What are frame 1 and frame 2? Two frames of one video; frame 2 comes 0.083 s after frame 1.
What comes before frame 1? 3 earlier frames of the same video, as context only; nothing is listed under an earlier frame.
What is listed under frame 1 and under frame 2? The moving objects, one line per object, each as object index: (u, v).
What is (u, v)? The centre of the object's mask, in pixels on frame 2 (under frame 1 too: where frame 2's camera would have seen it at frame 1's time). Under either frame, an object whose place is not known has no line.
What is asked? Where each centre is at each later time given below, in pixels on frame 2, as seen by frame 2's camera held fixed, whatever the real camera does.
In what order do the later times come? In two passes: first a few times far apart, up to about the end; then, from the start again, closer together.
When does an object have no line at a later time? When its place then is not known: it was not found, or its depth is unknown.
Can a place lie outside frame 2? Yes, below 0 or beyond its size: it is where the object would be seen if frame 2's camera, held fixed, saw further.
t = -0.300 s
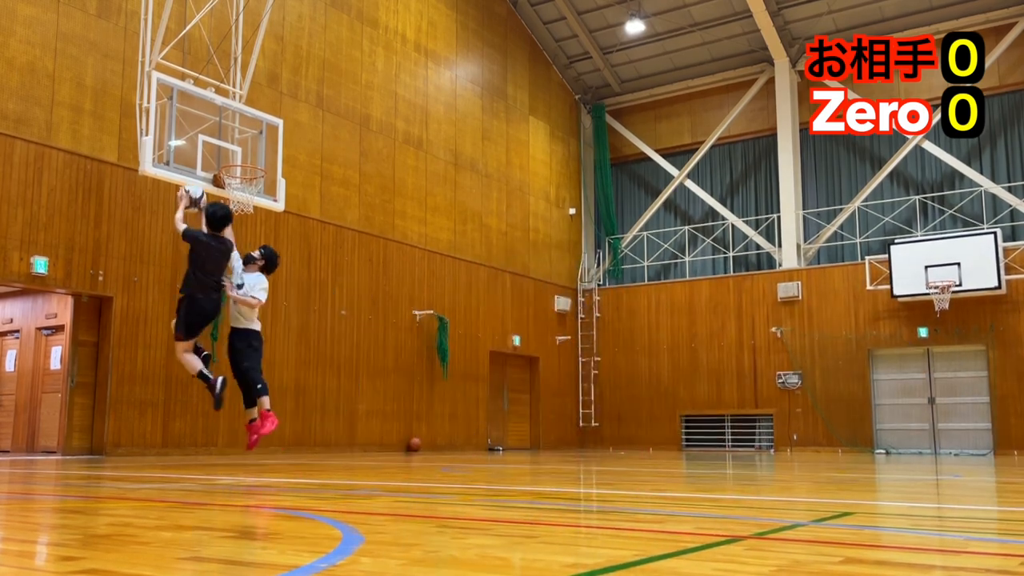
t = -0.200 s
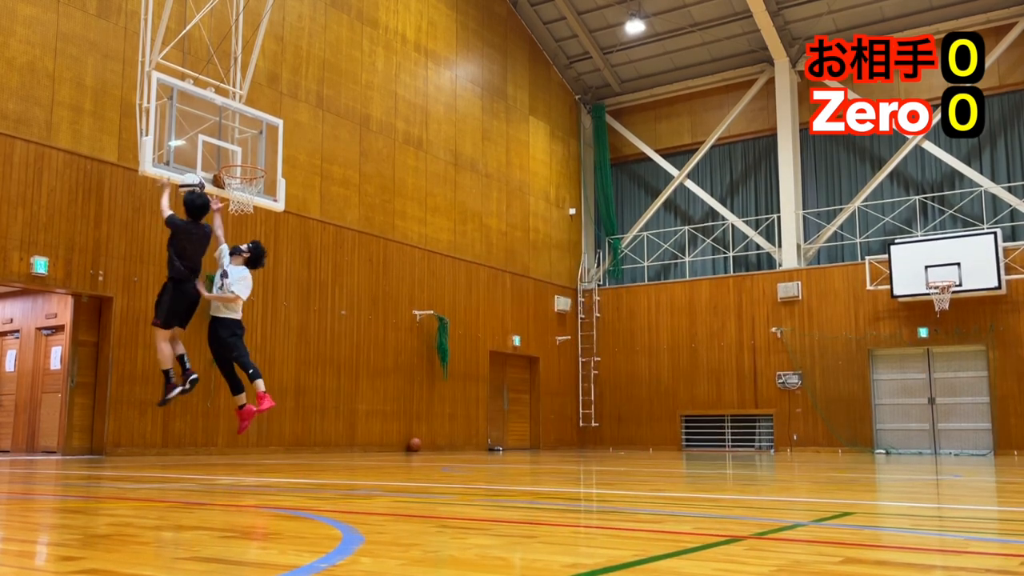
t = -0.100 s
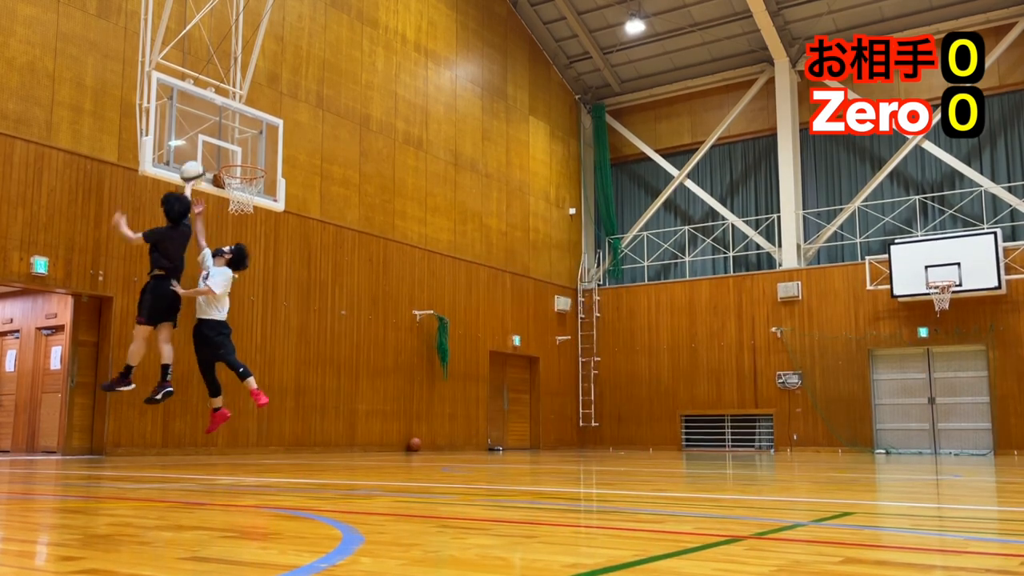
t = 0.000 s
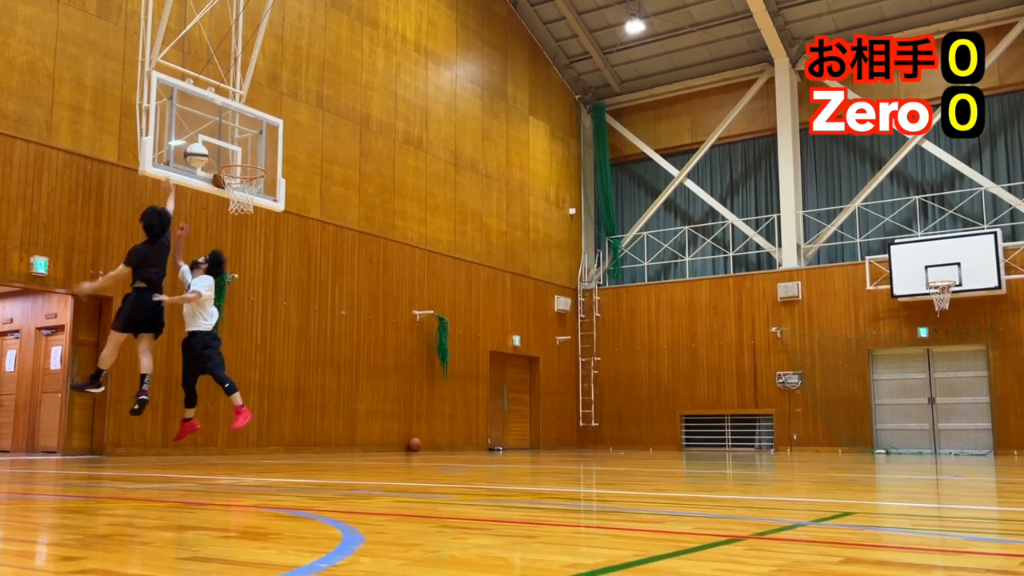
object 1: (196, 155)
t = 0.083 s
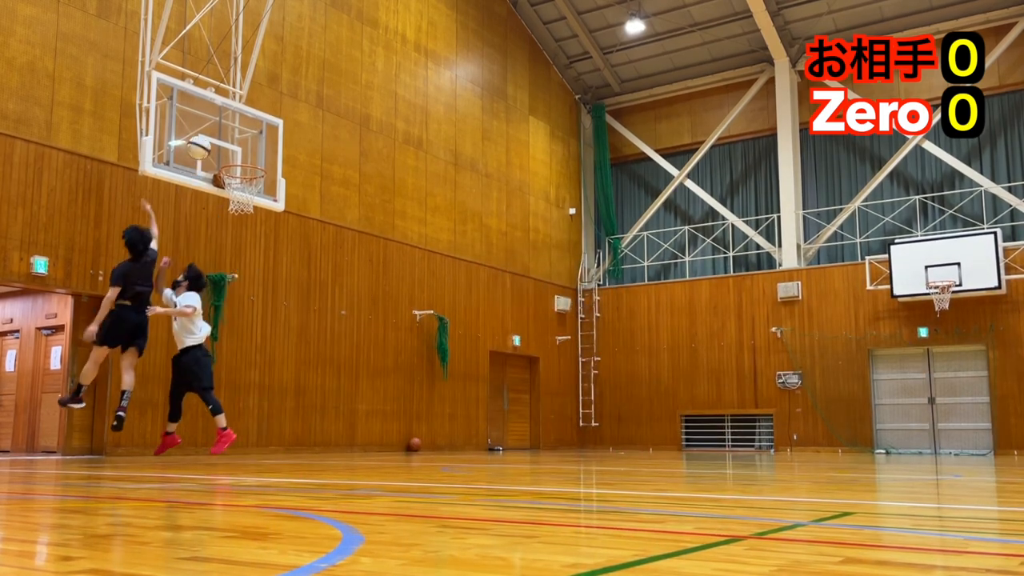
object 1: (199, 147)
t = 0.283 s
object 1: (213, 147)
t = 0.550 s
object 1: (250, 158)
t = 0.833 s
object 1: (233, 172)
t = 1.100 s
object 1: (246, 197)
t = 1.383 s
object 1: (259, 250)
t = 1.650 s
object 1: (268, 366)
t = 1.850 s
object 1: (272, 420)
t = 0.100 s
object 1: (199, 147)
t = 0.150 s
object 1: (200, 147)
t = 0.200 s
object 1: (200, 148)
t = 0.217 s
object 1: (201, 149)
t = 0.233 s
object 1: (204, 149)
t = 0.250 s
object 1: (208, 152)
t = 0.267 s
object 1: (210, 147)
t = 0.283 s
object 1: (213, 147)
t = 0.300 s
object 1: (216, 147)
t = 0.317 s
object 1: (219, 147)
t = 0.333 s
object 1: (222, 148)
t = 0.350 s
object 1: (225, 148)
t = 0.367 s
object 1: (228, 150)
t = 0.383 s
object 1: (231, 150)
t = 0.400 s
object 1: (233, 151)
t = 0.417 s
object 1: (237, 152)
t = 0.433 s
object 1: (240, 154)
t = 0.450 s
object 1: (243, 155)
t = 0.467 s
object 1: (246, 157)
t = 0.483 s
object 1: (248, 158)
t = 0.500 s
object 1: (249, 158)
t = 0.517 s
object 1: (250, 158)
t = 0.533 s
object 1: (250, 157)
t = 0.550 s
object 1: (250, 158)
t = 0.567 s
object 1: (251, 158)
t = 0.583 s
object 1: (251, 163)
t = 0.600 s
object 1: (252, 164)
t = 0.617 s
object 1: (252, 165)
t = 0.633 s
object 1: (252, 167)
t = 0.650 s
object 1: (252, 169)
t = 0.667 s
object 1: (251, 168)
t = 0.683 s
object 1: (250, 167)
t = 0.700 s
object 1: (248, 166)
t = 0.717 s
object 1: (247, 165)
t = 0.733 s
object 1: (241, 168)
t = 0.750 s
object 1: (239, 168)
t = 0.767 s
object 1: (239, 168)
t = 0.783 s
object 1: (237, 168)
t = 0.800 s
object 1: (238, 167)
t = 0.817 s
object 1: (233, 171)
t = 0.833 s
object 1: (233, 172)
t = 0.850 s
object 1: (232, 173)
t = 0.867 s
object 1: (233, 173)
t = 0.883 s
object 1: (236, 174)
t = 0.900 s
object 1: (236, 175)
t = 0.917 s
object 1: (237, 176)
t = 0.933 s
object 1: (238, 178)
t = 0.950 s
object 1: (238, 179)
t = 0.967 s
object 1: (239, 182)
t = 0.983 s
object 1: (239, 186)
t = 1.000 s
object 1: (240, 188)
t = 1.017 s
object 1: (241, 190)
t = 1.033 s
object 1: (243, 192)
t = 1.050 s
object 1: (244, 193)
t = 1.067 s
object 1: (246, 194)
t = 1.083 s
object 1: (245, 196)
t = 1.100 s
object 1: (246, 197)
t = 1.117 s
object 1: (247, 197)
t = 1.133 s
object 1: (247, 199)
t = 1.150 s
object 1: (248, 200)
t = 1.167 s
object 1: (247, 203)
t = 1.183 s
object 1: (248, 205)
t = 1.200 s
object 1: (250, 207)
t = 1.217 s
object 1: (250, 210)
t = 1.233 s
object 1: (251, 212)
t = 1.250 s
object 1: (253, 216)
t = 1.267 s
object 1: (254, 219)
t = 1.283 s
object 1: (255, 223)
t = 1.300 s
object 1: (255, 227)
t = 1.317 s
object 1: (256, 231)
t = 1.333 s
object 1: (257, 236)
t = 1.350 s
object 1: (258, 240)
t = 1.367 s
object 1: (258, 245)
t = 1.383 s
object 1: (259, 250)
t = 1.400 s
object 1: (260, 256)
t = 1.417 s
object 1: (261, 261)
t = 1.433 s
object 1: (261, 267)
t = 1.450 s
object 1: (262, 273)
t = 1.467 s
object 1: (263, 280)
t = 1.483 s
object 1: (263, 286)
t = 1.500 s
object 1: (264, 294)
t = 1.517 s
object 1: (264, 301)
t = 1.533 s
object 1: (264, 308)
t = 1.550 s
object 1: (265, 316)
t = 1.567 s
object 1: (265, 324)
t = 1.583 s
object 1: (266, 332)
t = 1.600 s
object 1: (267, 340)
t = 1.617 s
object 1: (267, 348)
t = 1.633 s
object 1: (267, 357)
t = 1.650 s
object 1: (268, 366)
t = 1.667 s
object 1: (268, 375)
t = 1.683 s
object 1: (268, 385)
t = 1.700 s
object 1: (269, 395)
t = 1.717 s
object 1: (269, 405)
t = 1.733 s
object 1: (270, 416)
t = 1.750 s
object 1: (270, 426)
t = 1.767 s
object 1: (271, 437)
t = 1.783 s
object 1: (272, 448)
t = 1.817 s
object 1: (272, 436)
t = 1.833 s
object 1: (272, 427)
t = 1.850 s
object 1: (272, 420)
